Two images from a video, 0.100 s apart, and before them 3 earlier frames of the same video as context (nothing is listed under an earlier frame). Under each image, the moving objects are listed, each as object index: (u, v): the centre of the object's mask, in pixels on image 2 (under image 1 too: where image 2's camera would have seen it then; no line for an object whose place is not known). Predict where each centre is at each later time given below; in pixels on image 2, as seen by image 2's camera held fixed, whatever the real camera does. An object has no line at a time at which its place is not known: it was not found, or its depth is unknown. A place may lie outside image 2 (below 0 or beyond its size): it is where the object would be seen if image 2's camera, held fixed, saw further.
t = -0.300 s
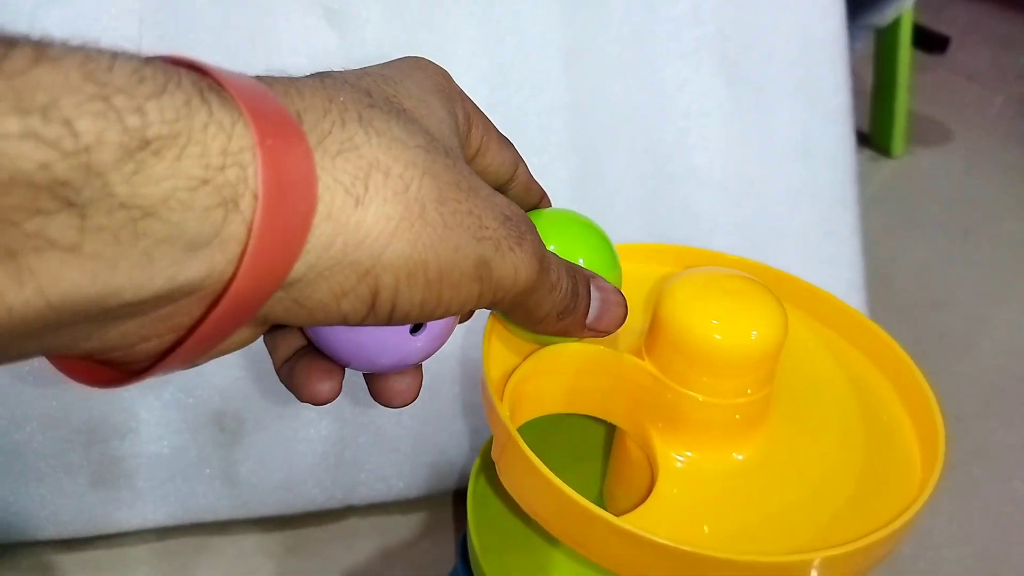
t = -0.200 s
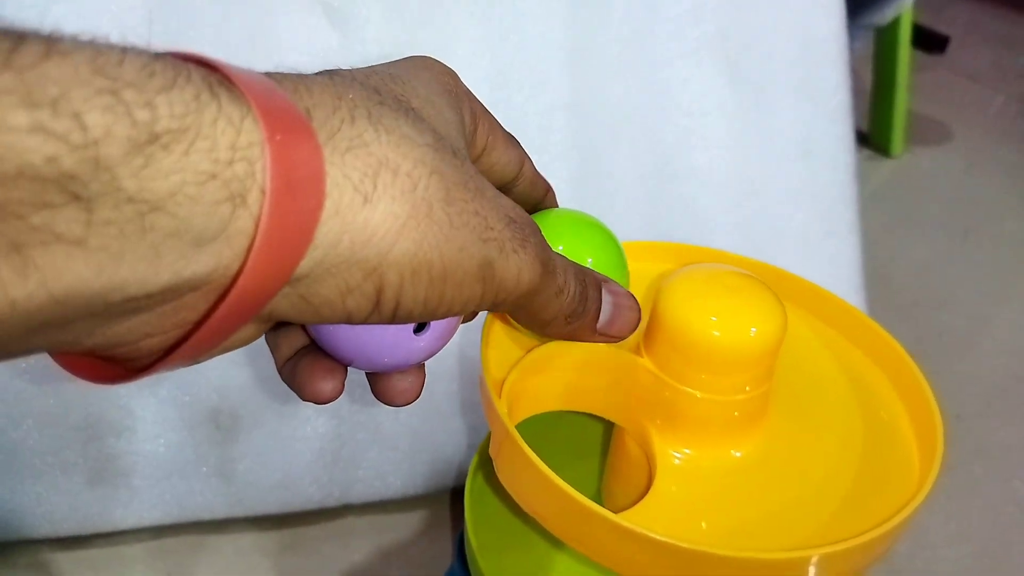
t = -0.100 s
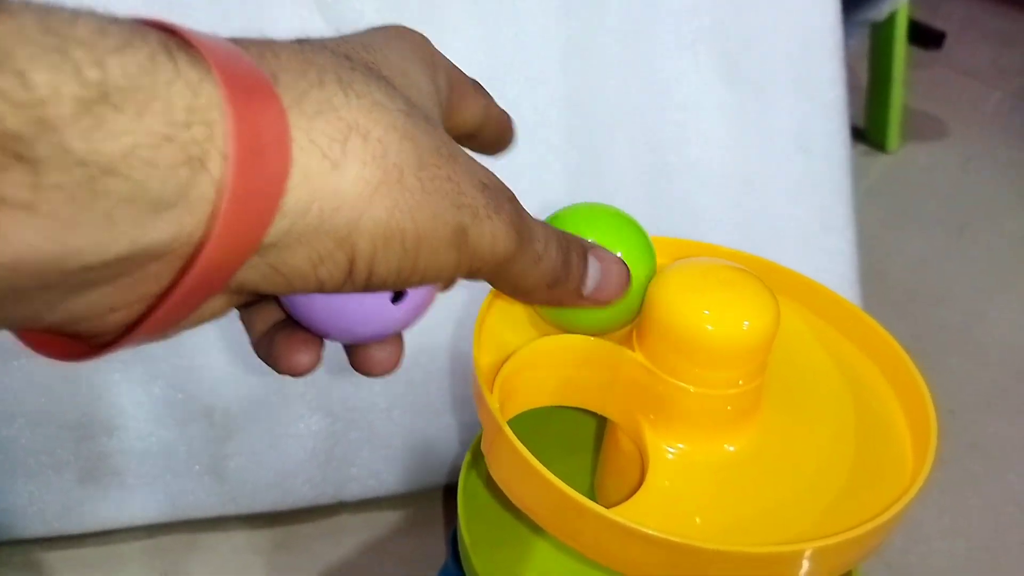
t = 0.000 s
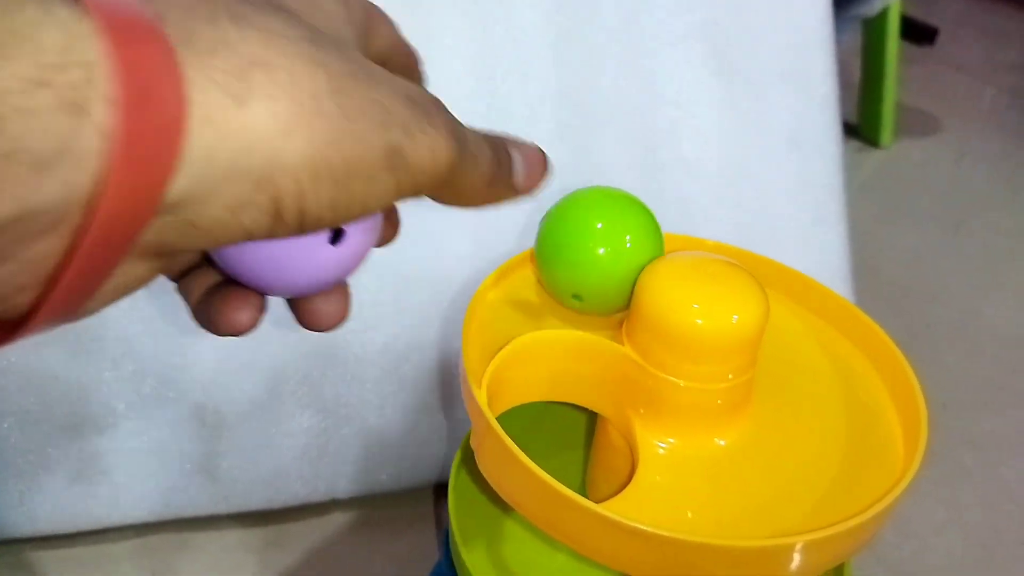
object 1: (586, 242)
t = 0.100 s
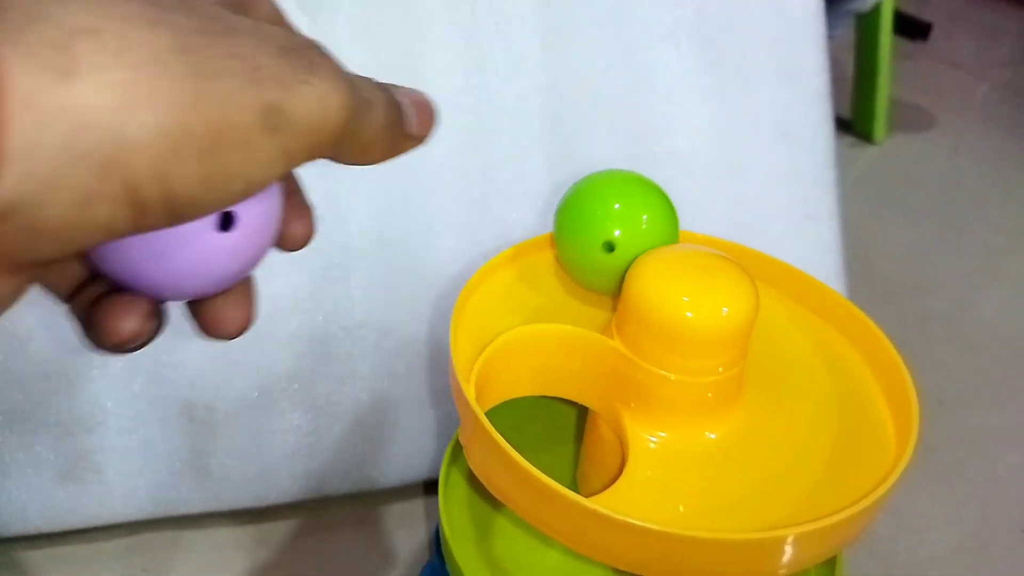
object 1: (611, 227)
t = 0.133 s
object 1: (624, 224)
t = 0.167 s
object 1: (639, 221)
